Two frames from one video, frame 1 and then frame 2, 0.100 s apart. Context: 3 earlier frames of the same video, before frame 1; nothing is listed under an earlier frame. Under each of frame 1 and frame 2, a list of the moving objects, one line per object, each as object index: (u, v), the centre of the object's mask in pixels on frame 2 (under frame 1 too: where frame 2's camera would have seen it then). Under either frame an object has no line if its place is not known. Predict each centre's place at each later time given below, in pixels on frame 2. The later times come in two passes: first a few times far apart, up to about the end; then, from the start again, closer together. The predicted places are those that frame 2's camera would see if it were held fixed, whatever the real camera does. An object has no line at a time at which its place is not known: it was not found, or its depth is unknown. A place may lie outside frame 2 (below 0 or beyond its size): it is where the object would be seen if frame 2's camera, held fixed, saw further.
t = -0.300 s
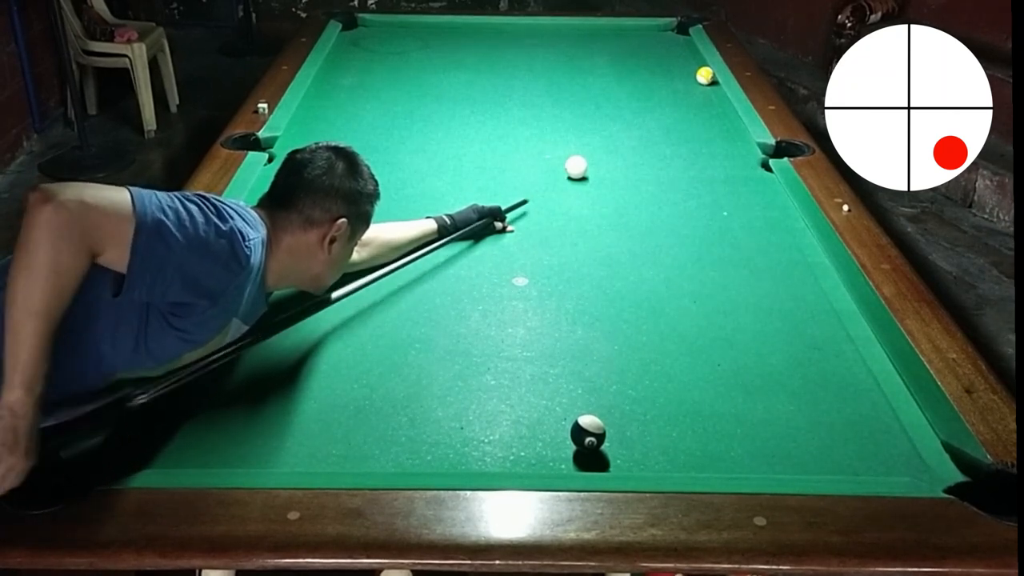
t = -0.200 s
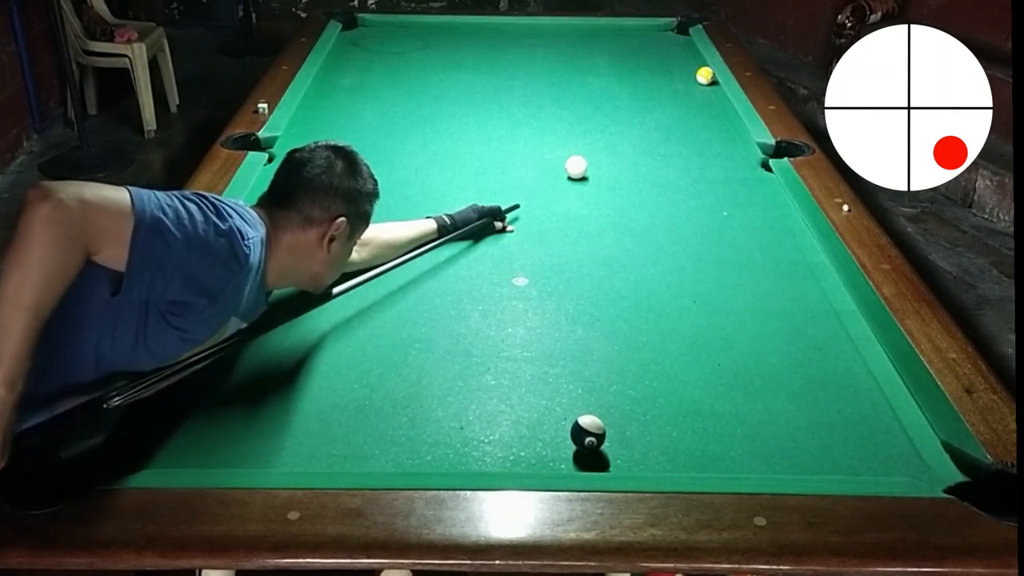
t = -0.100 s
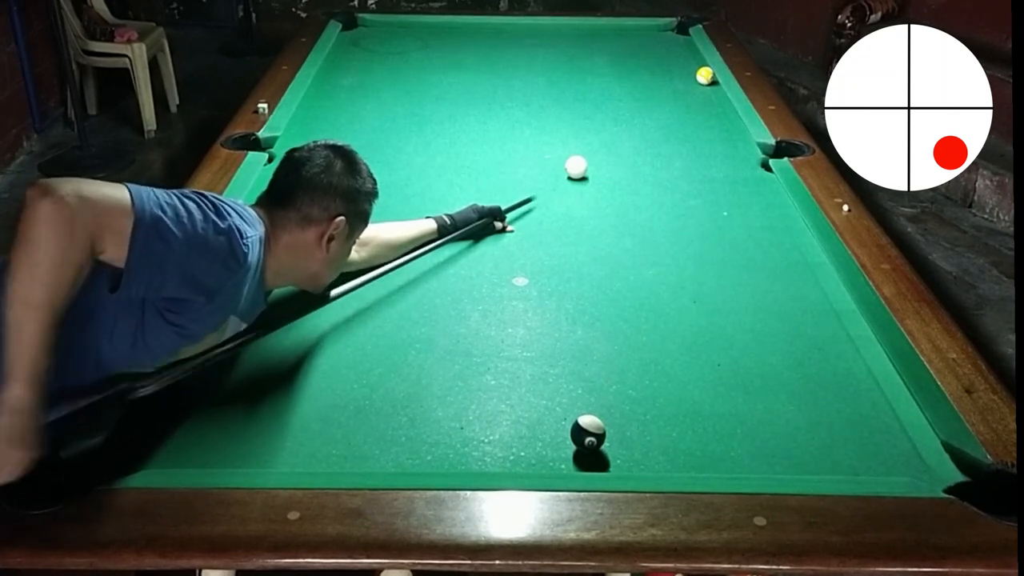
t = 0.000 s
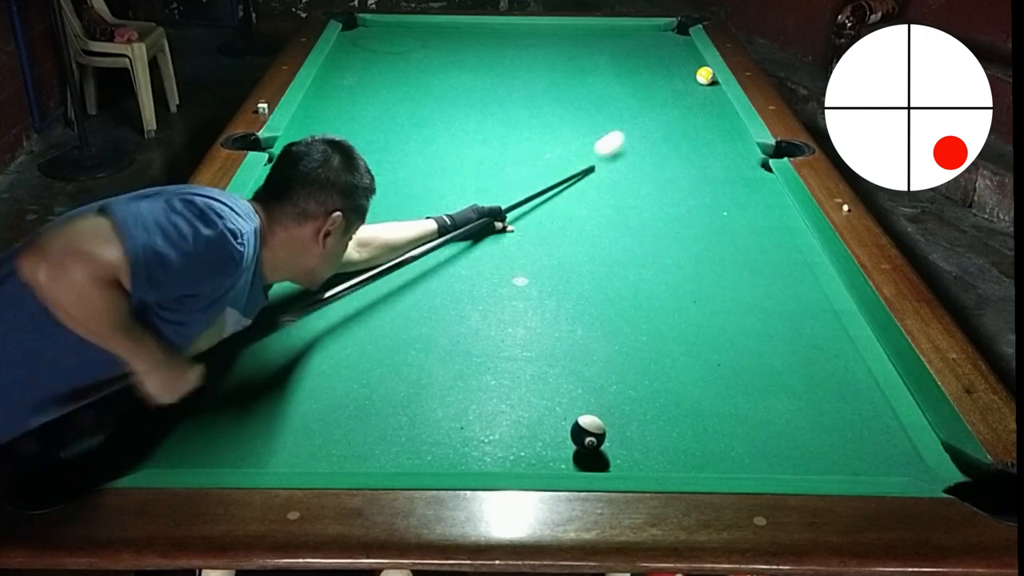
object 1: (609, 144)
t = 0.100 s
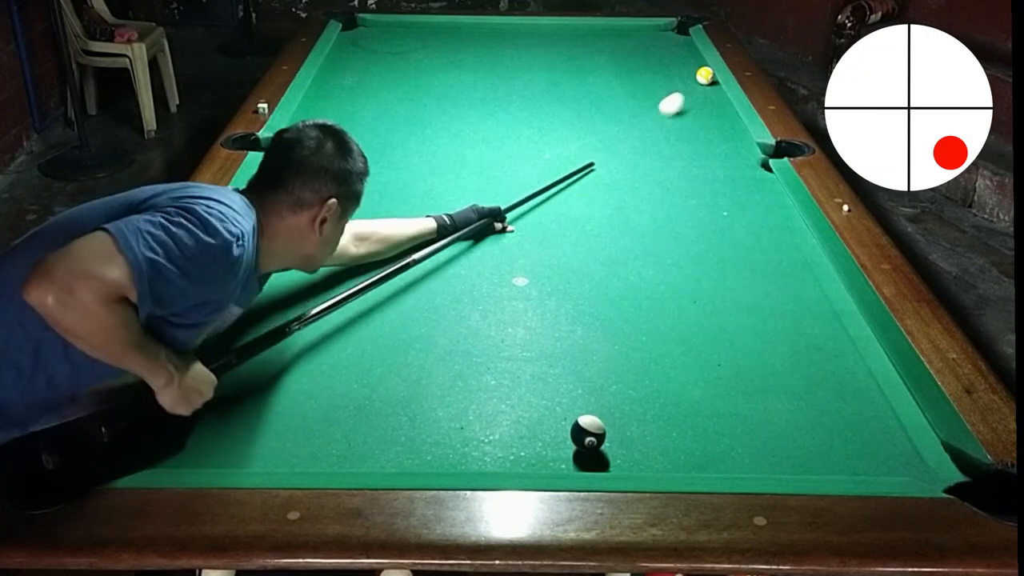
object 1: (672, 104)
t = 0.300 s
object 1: (673, 90)
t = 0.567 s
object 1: (602, 112)
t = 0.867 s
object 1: (512, 139)
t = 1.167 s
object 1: (413, 170)
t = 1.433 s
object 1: (312, 200)
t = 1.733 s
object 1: (263, 231)
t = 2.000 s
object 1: (297, 250)
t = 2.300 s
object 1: (335, 272)
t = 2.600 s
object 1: (374, 293)
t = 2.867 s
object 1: (408, 312)
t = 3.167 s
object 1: (447, 332)
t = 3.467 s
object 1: (484, 352)
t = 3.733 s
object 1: (518, 368)
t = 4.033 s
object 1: (553, 385)
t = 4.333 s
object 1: (587, 400)
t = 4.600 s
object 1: (614, 414)
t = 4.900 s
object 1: (639, 427)
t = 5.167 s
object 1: (657, 436)
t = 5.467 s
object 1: (673, 442)
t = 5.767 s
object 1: (681, 445)
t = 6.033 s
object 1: (683, 446)
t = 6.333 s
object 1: (682, 446)
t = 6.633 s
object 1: (681, 446)
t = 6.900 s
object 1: (681, 446)
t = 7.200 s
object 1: (681, 446)
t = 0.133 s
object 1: (688, 93)
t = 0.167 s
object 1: (704, 84)
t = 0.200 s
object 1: (704, 82)
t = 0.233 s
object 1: (693, 85)
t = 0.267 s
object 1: (682, 87)
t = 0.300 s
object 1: (673, 90)
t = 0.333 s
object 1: (664, 92)
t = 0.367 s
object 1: (655, 95)
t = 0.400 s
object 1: (647, 98)
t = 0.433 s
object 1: (638, 101)
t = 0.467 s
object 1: (629, 103)
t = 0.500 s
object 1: (620, 106)
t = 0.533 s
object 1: (610, 109)
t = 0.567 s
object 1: (602, 112)
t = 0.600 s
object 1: (592, 115)
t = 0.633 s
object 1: (582, 118)
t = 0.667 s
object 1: (573, 120)
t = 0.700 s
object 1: (563, 124)
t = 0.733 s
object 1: (554, 127)
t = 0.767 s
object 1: (543, 130)
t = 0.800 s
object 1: (533, 133)
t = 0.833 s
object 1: (523, 136)
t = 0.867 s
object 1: (512, 139)
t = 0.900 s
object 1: (502, 142)
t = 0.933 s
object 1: (491, 146)
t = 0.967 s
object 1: (480, 149)
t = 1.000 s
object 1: (470, 152)
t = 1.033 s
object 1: (459, 155)
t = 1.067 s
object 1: (447, 159)
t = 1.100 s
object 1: (437, 162)
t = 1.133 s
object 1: (425, 166)
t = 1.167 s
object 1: (413, 170)
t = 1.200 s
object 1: (401, 173)
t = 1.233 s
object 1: (389, 177)
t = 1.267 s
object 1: (376, 180)
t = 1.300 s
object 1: (364, 181)
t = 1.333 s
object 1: (352, 190)
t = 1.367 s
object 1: (338, 193)
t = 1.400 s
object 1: (326, 196)
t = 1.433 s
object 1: (312, 200)
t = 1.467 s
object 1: (299, 205)
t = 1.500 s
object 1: (286, 209)
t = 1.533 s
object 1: (272, 213)
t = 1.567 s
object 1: (258, 217)
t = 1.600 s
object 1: (246, 221)
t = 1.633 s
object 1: (251, 224)
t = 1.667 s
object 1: (256, 226)
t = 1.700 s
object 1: (259, 228)
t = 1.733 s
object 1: (263, 231)
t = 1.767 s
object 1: (268, 233)
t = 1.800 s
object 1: (272, 236)
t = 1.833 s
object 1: (276, 238)
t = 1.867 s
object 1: (280, 240)
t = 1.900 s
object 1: (284, 243)
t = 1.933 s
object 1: (288, 245)
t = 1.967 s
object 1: (292, 247)
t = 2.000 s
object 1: (297, 250)
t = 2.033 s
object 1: (301, 252)
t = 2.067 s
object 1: (305, 255)
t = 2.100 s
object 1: (310, 257)
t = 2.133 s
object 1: (313, 260)
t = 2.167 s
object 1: (318, 262)
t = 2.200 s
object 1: (322, 264)
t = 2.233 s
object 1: (326, 267)
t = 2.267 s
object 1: (331, 269)
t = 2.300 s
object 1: (335, 272)
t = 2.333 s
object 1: (339, 274)
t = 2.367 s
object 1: (343, 276)
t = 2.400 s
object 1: (348, 279)
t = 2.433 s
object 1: (352, 281)
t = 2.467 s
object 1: (356, 284)
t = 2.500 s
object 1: (361, 286)
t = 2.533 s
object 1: (365, 288)
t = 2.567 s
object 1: (369, 291)
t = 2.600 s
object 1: (374, 293)
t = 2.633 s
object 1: (378, 296)
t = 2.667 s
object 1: (383, 298)
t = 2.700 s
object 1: (387, 300)
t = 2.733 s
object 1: (391, 302)
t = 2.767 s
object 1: (395, 305)
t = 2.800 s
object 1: (400, 307)
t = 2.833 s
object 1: (404, 309)
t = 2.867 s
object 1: (408, 312)
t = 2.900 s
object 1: (413, 314)
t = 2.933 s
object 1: (417, 316)
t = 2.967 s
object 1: (421, 319)
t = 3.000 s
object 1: (425, 321)
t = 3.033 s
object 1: (430, 323)
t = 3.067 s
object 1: (434, 325)
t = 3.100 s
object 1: (438, 328)
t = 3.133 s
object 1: (443, 330)
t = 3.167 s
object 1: (447, 332)
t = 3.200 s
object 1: (451, 335)
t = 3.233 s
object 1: (455, 337)
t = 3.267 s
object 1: (459, 339)
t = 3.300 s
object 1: (464, 341)
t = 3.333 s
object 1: (468, 343)
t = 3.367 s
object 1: (472, 346)
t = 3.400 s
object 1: (476, 348)
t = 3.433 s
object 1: (480, 350)
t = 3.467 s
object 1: (484, 352)
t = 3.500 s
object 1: (489, 354)
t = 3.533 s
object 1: (493, 356)
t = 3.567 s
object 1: (497, 358)
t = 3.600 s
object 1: (501, 360)
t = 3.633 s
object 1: (505, 362)
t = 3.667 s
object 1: (509, 364)
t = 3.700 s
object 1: (513, 366)
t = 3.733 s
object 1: (518, 368)
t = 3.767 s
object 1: (522, 370)
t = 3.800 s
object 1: (526, 372)
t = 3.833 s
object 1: (530, 374)
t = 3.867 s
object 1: (534, 376)
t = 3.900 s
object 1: (538, 378)
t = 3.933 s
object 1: (542, 380)
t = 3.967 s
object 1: (546, 382)
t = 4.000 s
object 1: (550, 384)
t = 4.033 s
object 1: (553, 385)
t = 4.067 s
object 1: (557, 387)
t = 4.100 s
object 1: (561, 389)
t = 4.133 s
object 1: (565, 391)
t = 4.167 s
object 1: (569, 393)
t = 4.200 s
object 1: (572, 394)
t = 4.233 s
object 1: (576, 396)
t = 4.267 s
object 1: (579, 398)
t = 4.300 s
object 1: (583, 399)
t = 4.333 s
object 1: (587, 400)
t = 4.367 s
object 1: (591, 401)
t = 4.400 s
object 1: (594, 403)
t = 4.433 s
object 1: (598, 404)
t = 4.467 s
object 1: (602, 406)
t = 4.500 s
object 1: (605, 408)
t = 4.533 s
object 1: (608, 410)
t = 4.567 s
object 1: (611, 412)
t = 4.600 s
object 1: (614, 414)
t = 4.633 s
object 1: (617, 415)
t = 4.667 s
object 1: (619, 417)
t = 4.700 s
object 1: (622, 419)
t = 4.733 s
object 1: (625, 420)
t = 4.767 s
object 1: (628, 421)
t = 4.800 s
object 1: (631, 423)
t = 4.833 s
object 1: (633, 424)
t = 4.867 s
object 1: (636, 426)
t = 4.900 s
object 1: (639, 427)
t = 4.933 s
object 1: (641, 428)
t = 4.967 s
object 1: (644, 430)
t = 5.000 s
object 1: (646, 431)
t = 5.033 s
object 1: (649, 432)
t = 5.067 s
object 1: (651, 433)
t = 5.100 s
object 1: (653, 433)
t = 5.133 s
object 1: (655, 434)
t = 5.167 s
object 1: (657, 436)
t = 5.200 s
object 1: (659, 436)
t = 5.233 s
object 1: (662, 437)
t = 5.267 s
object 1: (663, 438)
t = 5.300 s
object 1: (665, 439)
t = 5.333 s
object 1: (667, 439)
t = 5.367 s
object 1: (668, 440)
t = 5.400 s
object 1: (670, 440)
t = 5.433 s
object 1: (671, 441)
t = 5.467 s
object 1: (673, 442)
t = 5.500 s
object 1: (674, 442)
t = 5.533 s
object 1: (675, 443)
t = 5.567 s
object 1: (676, 443)
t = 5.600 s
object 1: (677, 444)
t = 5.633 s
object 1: (678, 444)
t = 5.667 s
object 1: (679, 444)
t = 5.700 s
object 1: (680, 445)
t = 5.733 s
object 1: (681, 445)
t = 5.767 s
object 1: (681, 445)
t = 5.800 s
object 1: (682, 446)
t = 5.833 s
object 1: (682, 446)
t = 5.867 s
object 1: (683, 446)
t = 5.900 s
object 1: (683, 446)
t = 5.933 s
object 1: (683, 446)
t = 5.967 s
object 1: (683, 446)
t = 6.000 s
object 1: (683, 446)
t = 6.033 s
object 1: (683, 446)
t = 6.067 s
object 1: (683, 446)
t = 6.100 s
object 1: (683, 446)
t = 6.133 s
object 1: (683, 446)
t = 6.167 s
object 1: (682, 446)
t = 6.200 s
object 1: (682, 446)
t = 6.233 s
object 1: (682, 446)
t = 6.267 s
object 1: (682, 446)
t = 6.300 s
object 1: (682, 446)
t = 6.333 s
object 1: (682, 446)
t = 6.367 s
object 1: (682, 446)
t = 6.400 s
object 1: (682, 446)
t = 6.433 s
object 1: (682, 446)
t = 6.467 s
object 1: (682, 446)
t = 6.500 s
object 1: (681, 446)
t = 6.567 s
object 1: (681, 446)
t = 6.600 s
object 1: (681, 446)
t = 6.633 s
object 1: (681, 446)
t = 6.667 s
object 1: (681, 446)
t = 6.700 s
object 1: (681, 446)
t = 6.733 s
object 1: (681, 446)
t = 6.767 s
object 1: (681, 446)
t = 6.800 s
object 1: (681, 446)
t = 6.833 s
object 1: (681, 446)
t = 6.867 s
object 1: (681, 446)
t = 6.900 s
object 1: (681, 446)
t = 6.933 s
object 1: (681, 446)
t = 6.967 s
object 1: (681, 446)
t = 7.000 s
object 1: (681, 446)
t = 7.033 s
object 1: (681, 446)
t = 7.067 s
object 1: (681, 446)
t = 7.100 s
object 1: (681, 446)
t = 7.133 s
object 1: (681, 446)
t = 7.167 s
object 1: (681, 446)
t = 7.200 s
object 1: (681, 446)
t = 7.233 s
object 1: (681, 446)
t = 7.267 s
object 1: (681, 446)
